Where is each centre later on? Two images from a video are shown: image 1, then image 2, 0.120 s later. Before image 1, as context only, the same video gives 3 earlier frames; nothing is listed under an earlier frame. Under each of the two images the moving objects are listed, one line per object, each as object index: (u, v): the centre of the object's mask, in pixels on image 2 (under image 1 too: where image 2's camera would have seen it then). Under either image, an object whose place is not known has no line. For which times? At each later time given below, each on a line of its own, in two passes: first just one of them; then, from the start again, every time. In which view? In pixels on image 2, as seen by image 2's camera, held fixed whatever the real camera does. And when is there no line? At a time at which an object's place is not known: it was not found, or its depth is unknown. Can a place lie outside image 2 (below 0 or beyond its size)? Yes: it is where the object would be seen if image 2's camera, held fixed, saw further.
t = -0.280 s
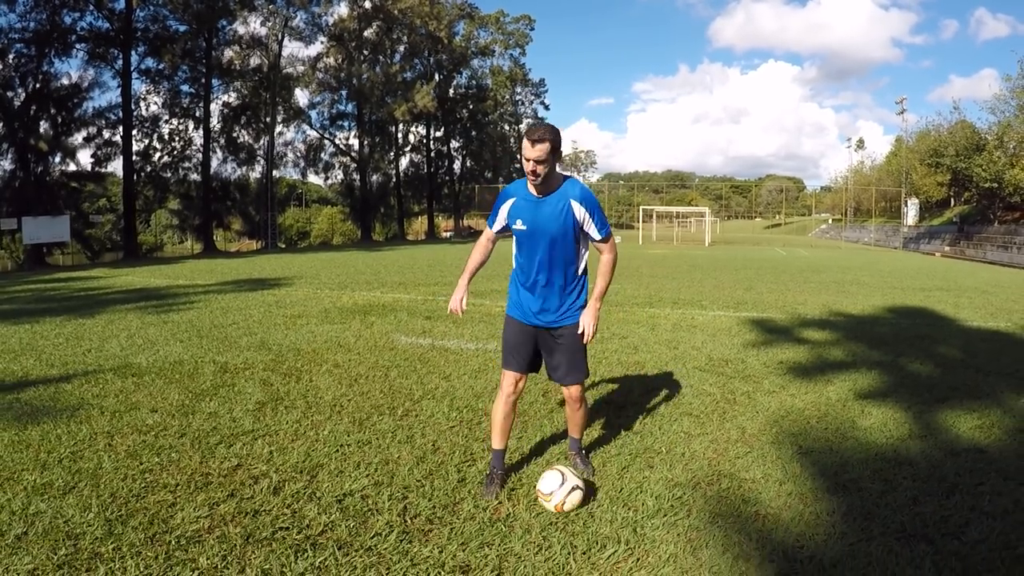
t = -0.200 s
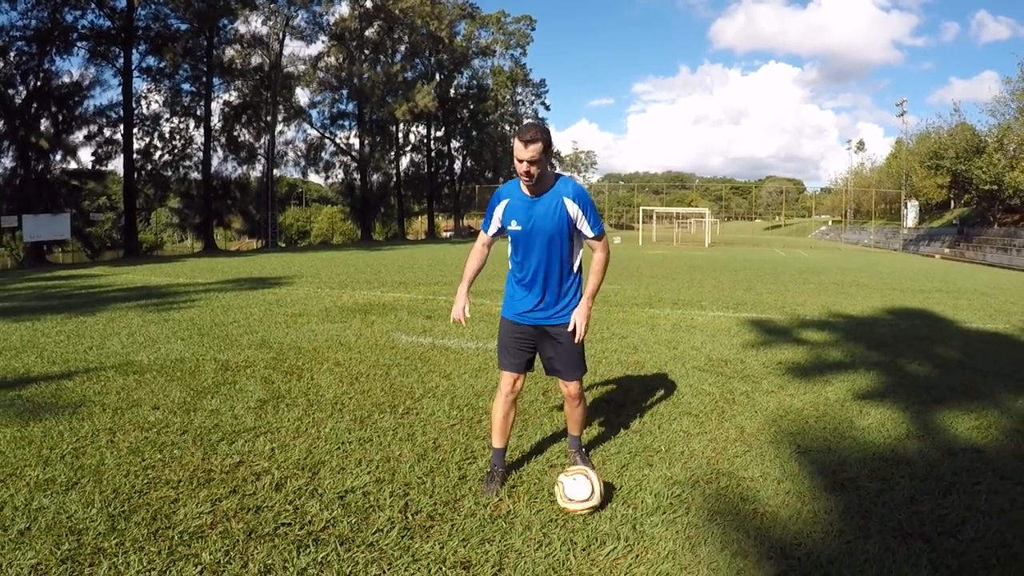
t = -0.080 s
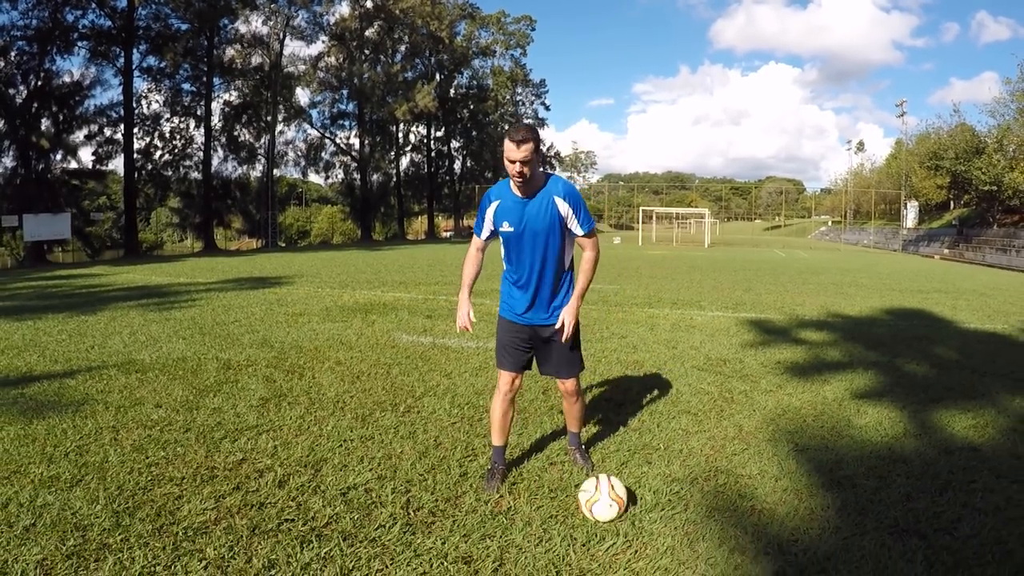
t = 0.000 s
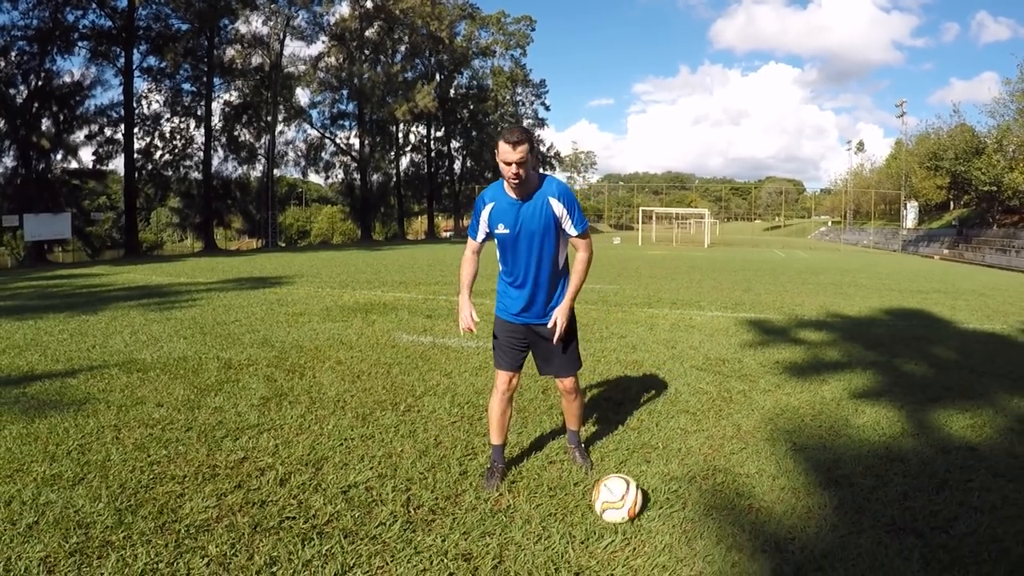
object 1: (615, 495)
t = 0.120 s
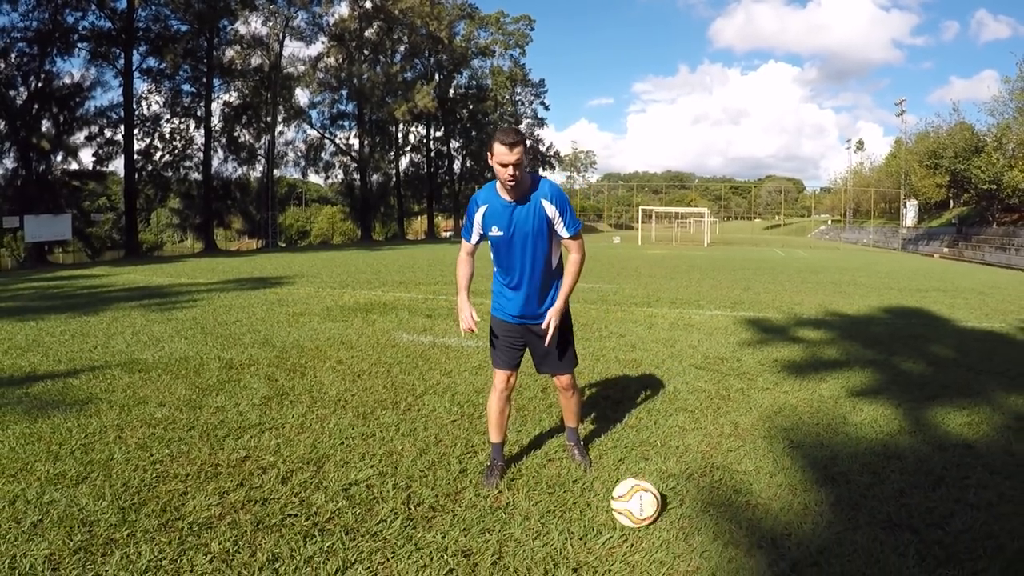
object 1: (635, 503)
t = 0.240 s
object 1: (655, 511)
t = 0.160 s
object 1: (643, 506)
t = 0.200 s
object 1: (649, 509)
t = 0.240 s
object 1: (655, 511)
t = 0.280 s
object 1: (663, 513)
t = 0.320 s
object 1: (667, 514)
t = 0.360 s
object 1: (675, 517)
